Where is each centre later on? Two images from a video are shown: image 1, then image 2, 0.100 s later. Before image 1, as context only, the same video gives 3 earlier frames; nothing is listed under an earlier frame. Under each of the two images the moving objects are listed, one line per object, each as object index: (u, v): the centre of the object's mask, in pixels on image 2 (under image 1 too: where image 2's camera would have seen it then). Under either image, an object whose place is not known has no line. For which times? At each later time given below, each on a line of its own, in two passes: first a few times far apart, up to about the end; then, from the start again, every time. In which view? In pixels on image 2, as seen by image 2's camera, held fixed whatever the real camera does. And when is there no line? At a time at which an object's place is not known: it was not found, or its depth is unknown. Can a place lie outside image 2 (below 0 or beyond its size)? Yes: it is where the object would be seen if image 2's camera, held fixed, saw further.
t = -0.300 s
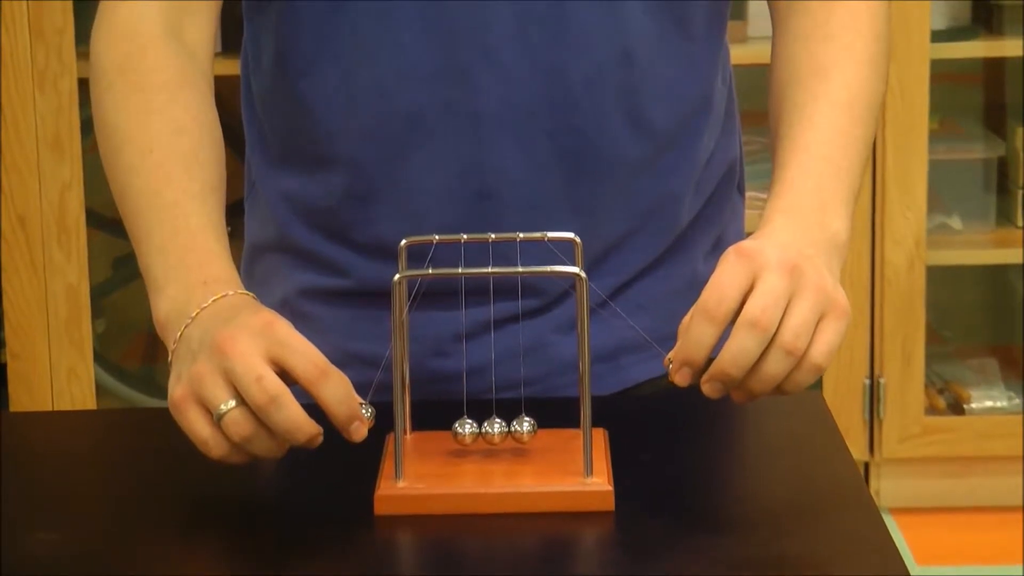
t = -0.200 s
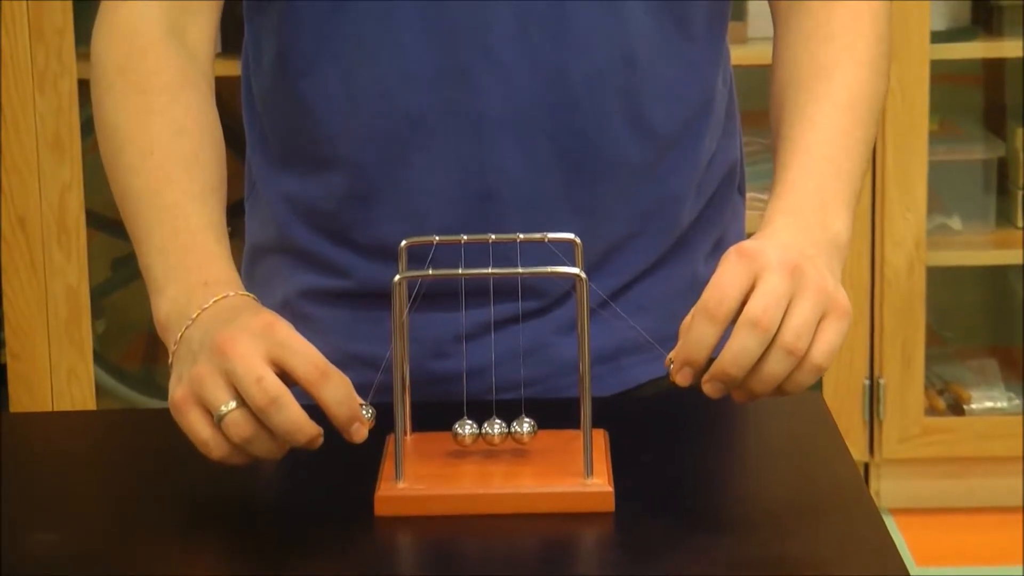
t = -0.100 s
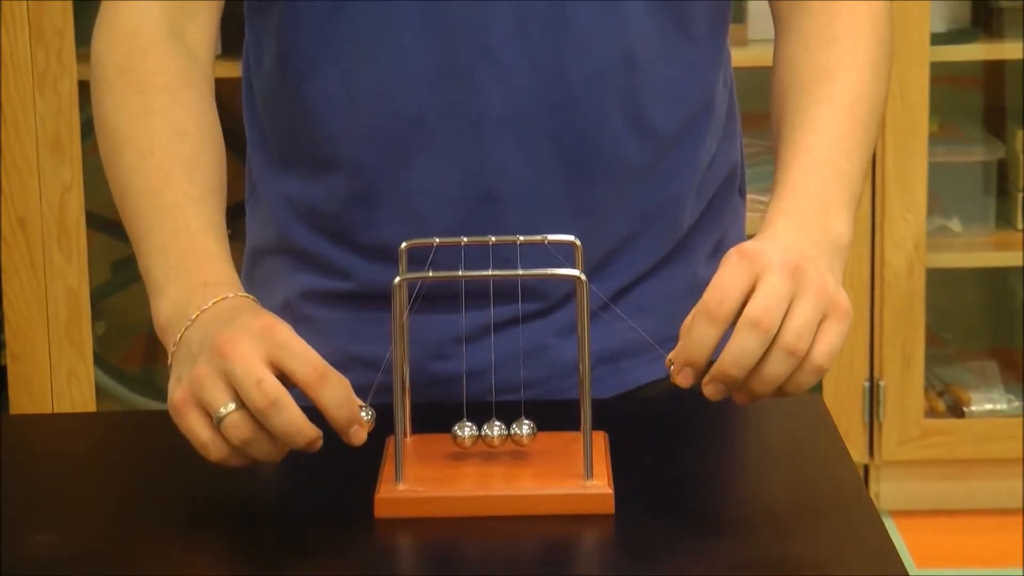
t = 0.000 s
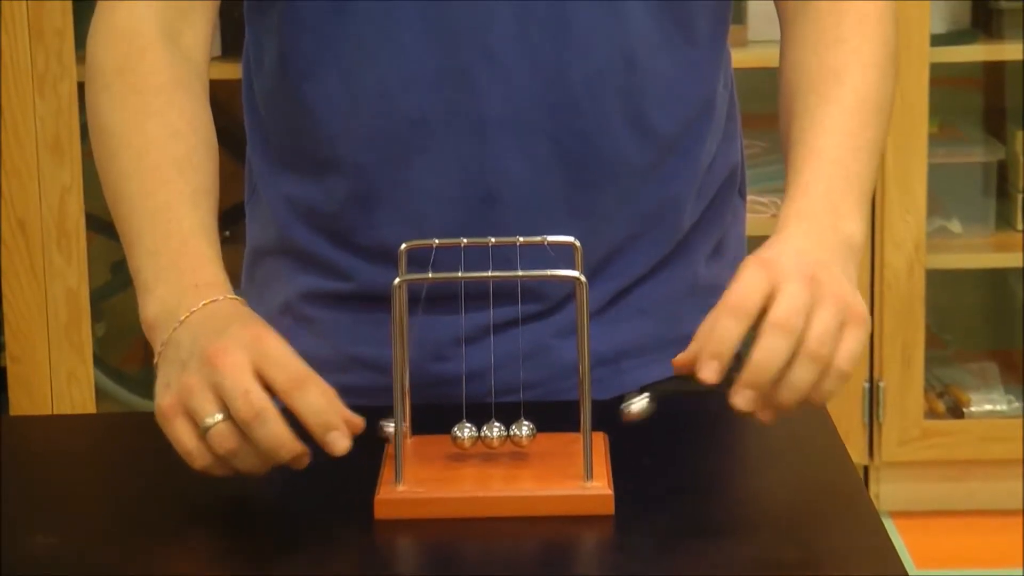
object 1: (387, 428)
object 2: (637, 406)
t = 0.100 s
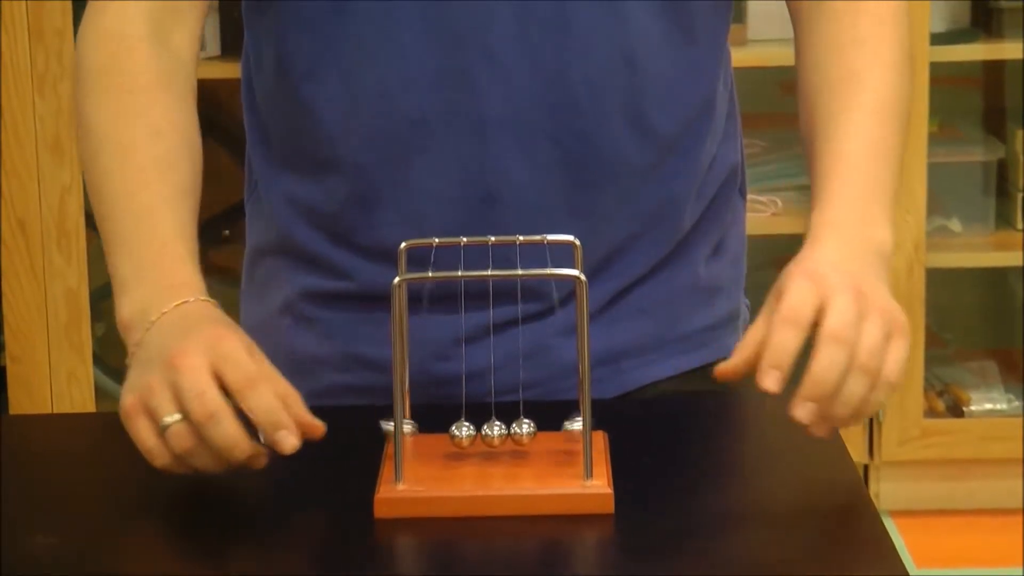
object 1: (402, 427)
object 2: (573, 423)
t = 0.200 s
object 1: (317, 390)
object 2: (620, 415)
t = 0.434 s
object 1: (411, 428)
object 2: (573, 423)
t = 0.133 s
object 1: (362, 418)
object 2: (601, 421)
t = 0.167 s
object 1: (334, 403)
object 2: (611, 418)
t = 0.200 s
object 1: (317, 390)
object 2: (620, 415)
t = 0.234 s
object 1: (309, 385)
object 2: (621, 414)
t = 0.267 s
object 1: (312, 387)
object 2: (617, 416)
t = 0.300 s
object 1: (325, 396)
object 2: (607, 419)
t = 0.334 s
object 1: (348, 412)
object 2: (597, 424)
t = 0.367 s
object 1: (379, 424)
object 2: (567, 424)
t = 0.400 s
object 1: (421, 431)
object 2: (553, 431)
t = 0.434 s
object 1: (411, 428)
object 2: (573, 423)
